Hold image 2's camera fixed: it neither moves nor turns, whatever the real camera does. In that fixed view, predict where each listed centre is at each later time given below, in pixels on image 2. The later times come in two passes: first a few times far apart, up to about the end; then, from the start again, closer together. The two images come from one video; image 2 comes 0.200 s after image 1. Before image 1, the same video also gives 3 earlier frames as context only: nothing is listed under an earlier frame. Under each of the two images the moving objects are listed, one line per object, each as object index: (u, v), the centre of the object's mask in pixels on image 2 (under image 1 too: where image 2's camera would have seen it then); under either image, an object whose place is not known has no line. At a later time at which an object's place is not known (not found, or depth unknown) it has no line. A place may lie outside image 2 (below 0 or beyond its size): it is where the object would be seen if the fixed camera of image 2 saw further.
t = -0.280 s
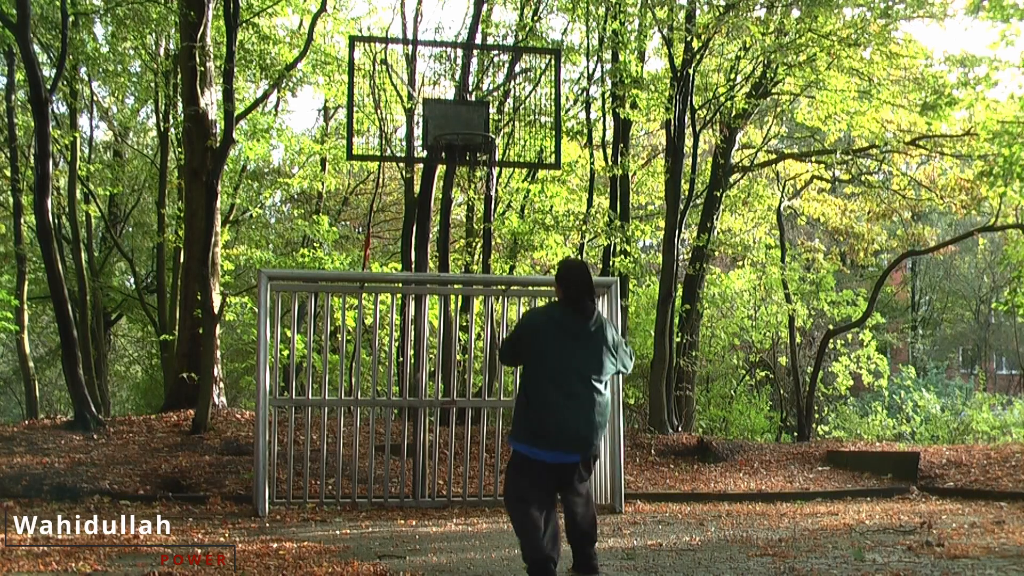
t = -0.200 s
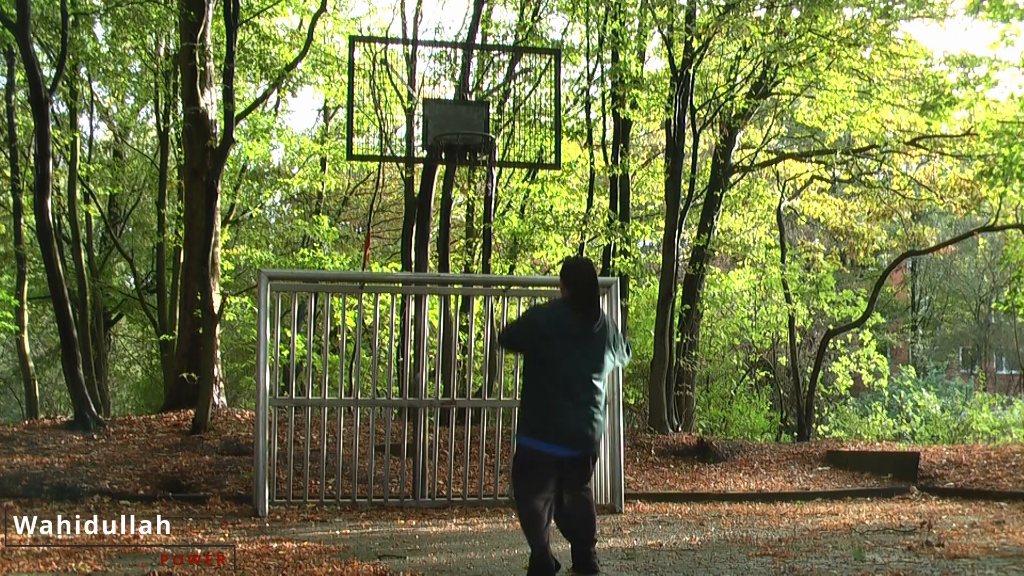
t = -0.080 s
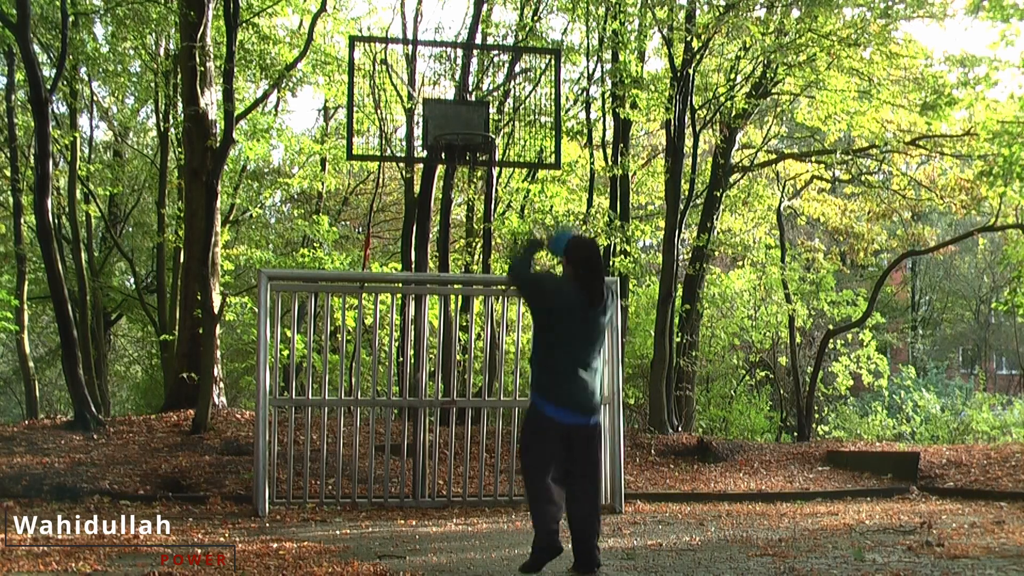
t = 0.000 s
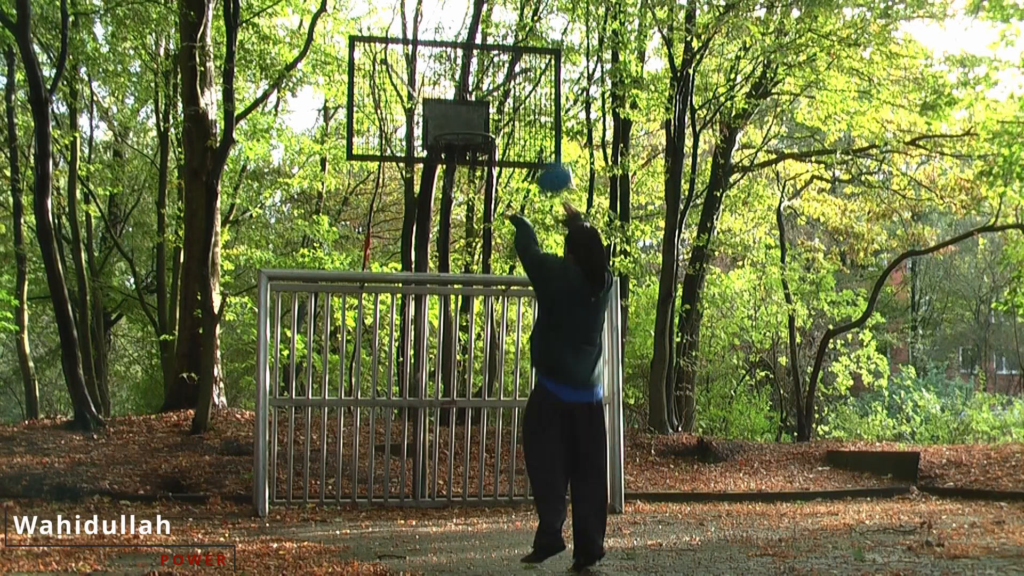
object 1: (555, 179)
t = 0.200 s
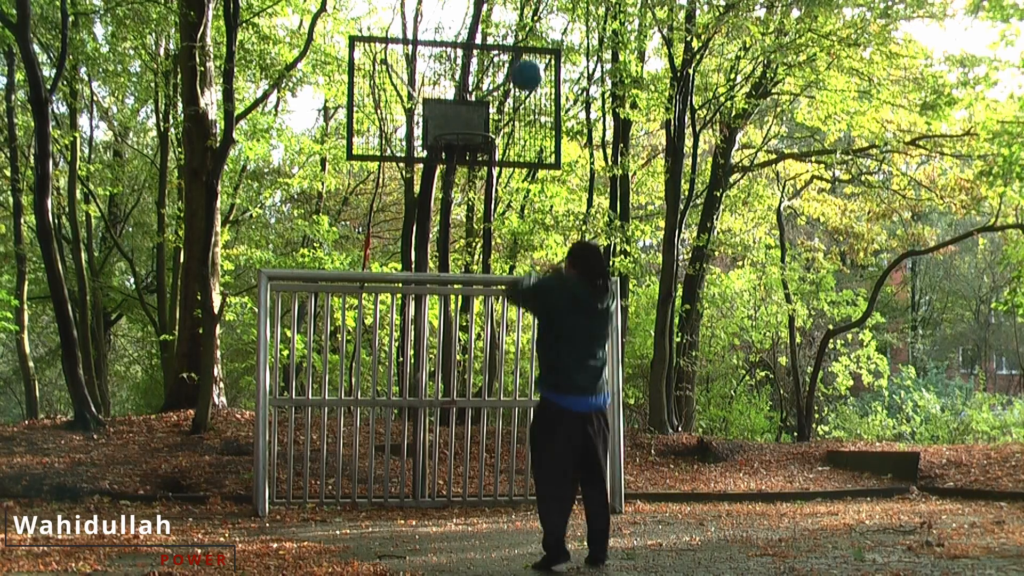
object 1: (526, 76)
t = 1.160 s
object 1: (390, 328)
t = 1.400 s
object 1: (336, 502)
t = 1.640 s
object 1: (307, 399)
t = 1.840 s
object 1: (283, 363)
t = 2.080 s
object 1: (279, 376)
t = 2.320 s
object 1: (291, 450)
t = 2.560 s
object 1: (306, 472)
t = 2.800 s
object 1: (313, 449)
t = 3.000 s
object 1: (321, 481)
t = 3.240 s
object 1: (329, 482)
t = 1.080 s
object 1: (410, 275)
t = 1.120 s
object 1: (399, 299)
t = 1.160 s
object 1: (390, 328)
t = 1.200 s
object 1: (379, 357)
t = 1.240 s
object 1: (371, 386)
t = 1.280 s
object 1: (361, 418)
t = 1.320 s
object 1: (351, 453)
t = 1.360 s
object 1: (343, 486)
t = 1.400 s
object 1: (336, 502)
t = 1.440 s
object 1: (331, 482)
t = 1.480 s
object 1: (327, 462)
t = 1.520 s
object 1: (321, 442)
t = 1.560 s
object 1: (316, 427)
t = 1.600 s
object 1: (312, 411)
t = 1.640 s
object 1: (307, 399)
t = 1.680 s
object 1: (302, 388)
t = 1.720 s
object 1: (298, 379)
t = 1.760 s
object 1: (292, 372)
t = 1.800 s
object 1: (288, 368)
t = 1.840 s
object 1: (283, 363)
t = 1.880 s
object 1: (280, 362)
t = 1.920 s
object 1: (280, 362)
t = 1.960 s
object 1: (279, 362)
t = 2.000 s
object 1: (279, 365)
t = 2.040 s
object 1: (278, 370)
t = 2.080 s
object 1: (279, 376)
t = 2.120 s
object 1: (278, 386)
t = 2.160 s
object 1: (278, 396)
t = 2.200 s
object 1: (280, 405)
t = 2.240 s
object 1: (283, 419)
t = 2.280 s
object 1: (287, 433)
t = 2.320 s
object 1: (291, 450)
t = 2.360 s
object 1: (295, 468)
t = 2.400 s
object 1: (300, 489)
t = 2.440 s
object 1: (302, 504)
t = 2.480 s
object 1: (303, 495)
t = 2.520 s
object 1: (304, 482)
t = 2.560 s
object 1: (306, 472)
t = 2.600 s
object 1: (307, 465)
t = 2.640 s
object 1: (309, 457)
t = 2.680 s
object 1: (310, 453)
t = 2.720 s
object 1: (311, 450)
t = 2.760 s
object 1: (313, 449)
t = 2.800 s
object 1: (313, 449)
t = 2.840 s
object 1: (316, 452)
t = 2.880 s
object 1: (317, 456)
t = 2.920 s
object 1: (319, 463)
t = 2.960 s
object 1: (320, 471)
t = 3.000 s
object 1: (321, 481)
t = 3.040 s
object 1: (323, 493)
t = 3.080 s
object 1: (324, 506)
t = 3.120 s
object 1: (326, 500)
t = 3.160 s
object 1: (327, 492)
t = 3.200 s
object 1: (328, 486)
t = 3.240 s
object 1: (329, 482)
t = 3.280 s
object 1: (330, 480)
